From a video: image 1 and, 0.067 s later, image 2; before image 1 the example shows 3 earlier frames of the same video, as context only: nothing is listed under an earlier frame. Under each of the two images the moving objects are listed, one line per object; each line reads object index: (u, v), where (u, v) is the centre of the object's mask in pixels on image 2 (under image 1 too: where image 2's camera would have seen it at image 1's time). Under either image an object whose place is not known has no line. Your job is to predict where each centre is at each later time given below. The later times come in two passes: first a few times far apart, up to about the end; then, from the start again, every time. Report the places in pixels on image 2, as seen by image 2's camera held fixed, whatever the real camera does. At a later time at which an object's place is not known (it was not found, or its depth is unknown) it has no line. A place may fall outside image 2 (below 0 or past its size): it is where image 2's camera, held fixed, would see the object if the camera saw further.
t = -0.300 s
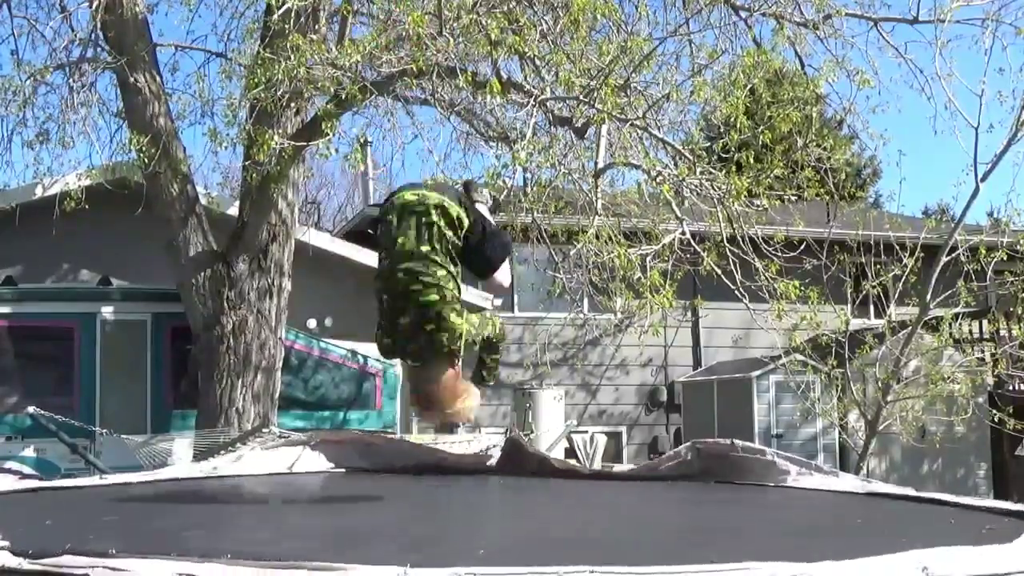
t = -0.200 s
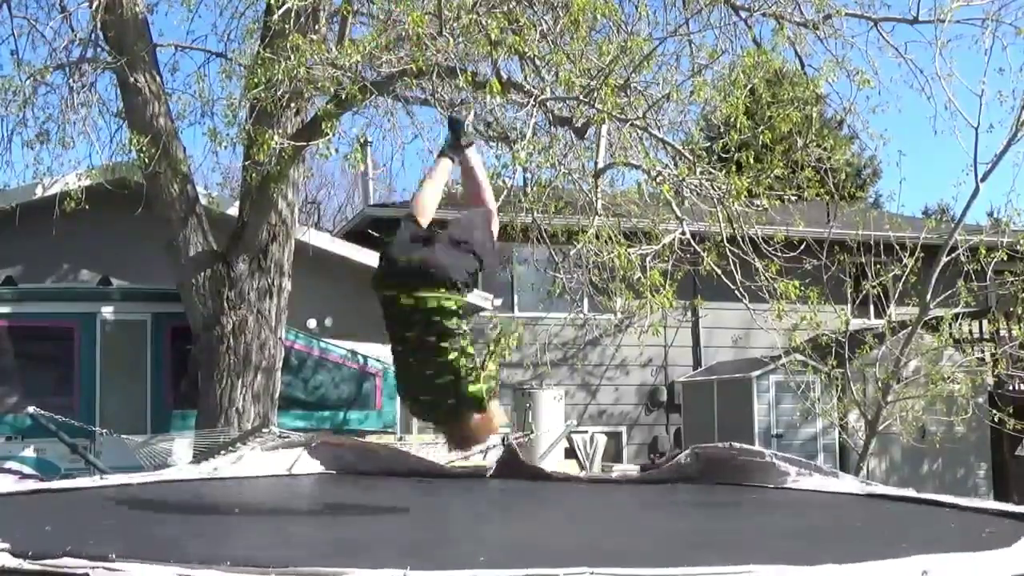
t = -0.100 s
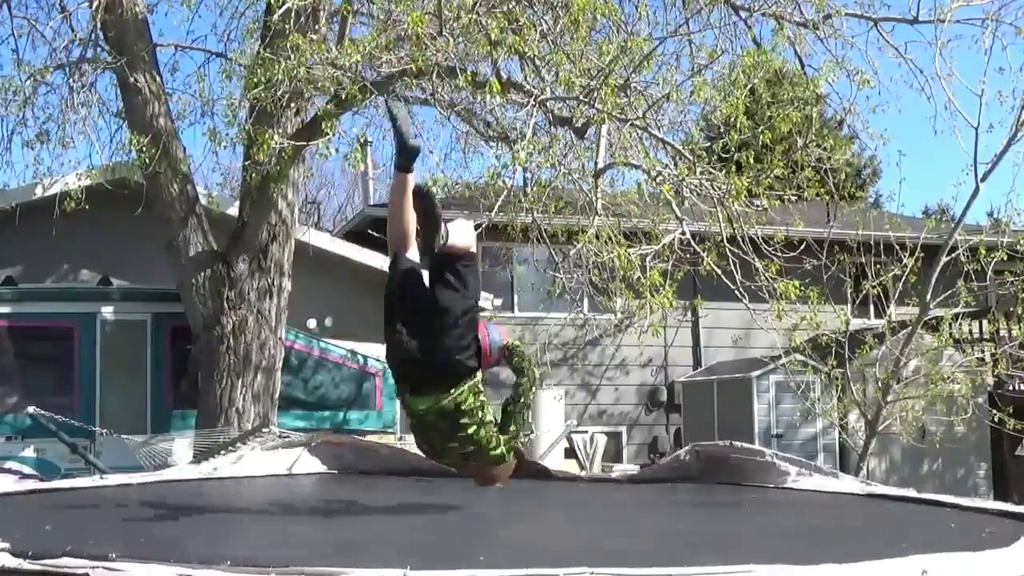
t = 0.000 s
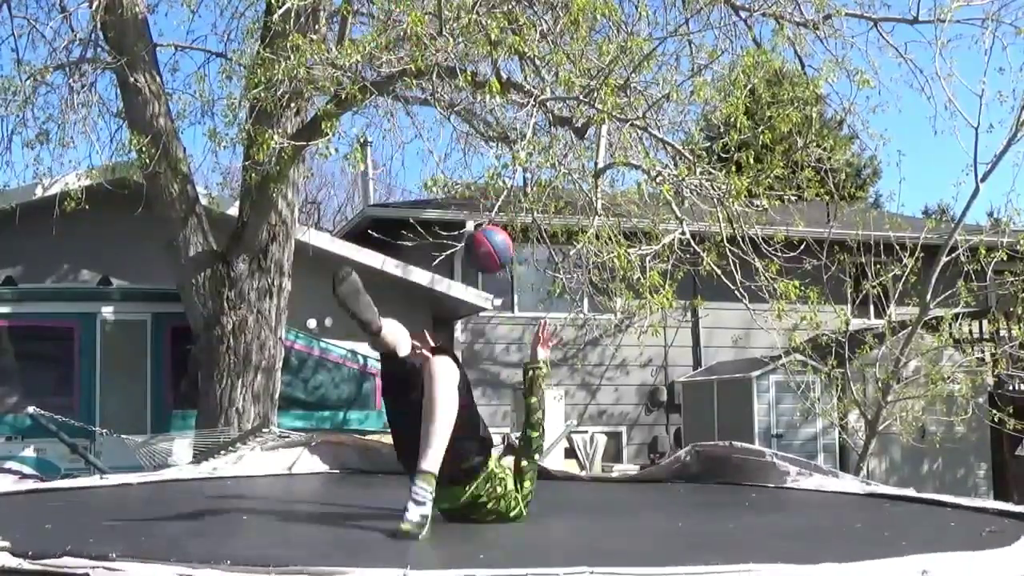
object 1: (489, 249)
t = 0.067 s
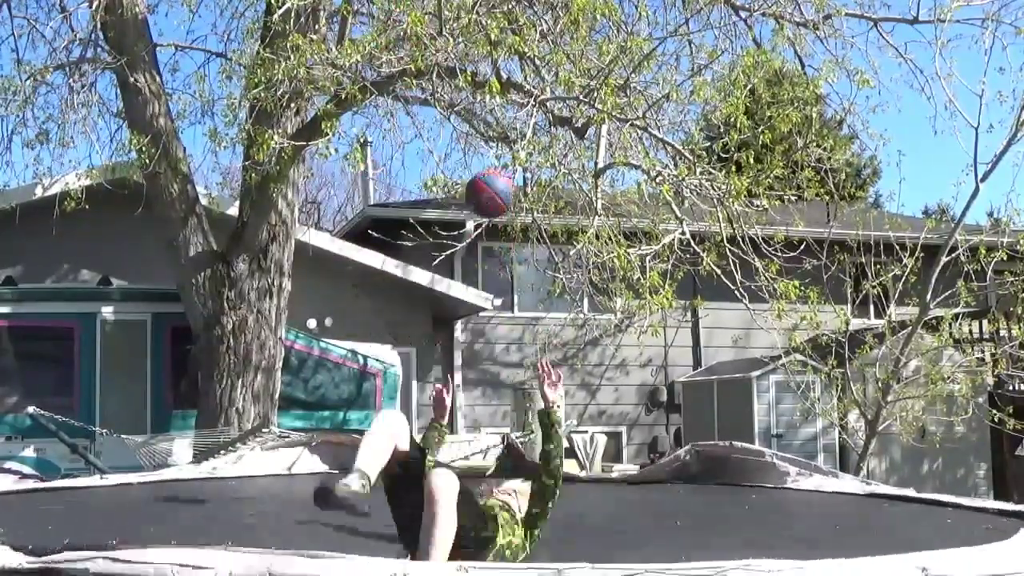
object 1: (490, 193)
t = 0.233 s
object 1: (494, 101)
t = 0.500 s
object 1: (507, 103)
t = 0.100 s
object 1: (491, 169)
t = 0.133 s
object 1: (491, 149)
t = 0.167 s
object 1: (492, 130)
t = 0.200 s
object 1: (493, 115)
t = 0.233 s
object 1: (494, 101)
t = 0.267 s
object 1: (496, 91)
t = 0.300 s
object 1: (497, 84)
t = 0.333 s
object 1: (499, 79)
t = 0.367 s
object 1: (500, 78)
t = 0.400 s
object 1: (501, 79)
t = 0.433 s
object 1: (503, 82)
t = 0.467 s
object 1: (505, 91)
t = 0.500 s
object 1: (507, 103)
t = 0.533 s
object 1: (510, 118)
